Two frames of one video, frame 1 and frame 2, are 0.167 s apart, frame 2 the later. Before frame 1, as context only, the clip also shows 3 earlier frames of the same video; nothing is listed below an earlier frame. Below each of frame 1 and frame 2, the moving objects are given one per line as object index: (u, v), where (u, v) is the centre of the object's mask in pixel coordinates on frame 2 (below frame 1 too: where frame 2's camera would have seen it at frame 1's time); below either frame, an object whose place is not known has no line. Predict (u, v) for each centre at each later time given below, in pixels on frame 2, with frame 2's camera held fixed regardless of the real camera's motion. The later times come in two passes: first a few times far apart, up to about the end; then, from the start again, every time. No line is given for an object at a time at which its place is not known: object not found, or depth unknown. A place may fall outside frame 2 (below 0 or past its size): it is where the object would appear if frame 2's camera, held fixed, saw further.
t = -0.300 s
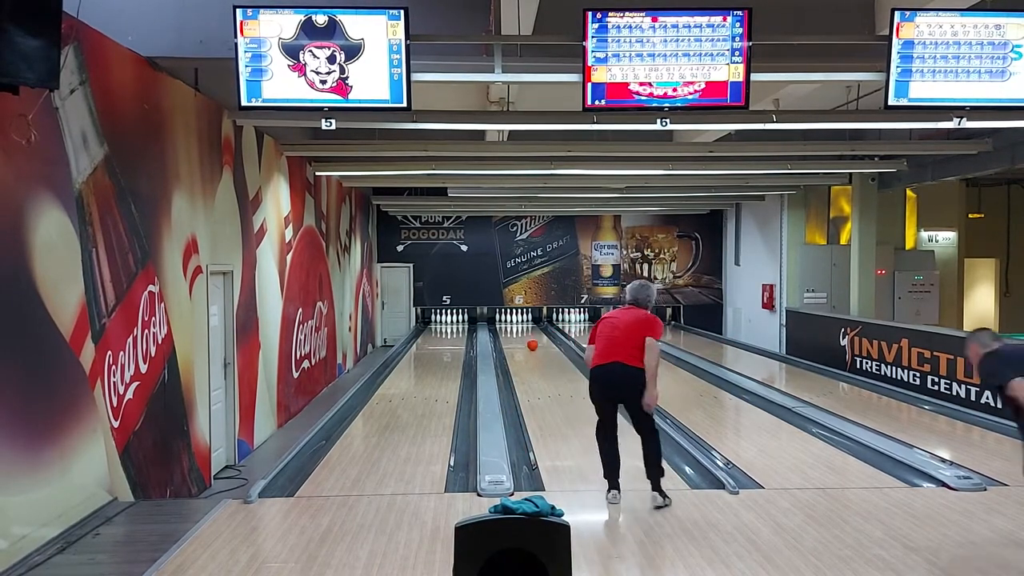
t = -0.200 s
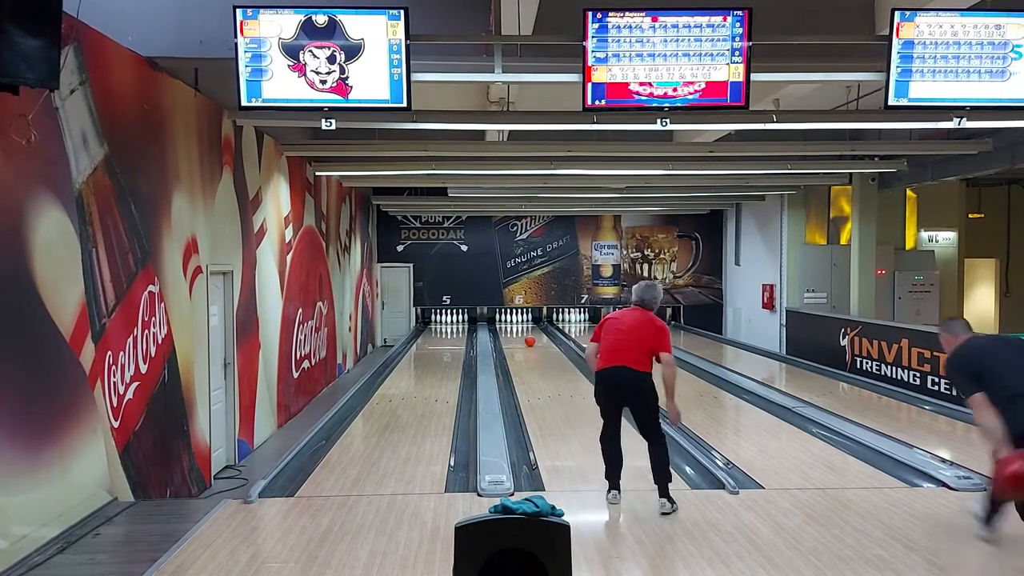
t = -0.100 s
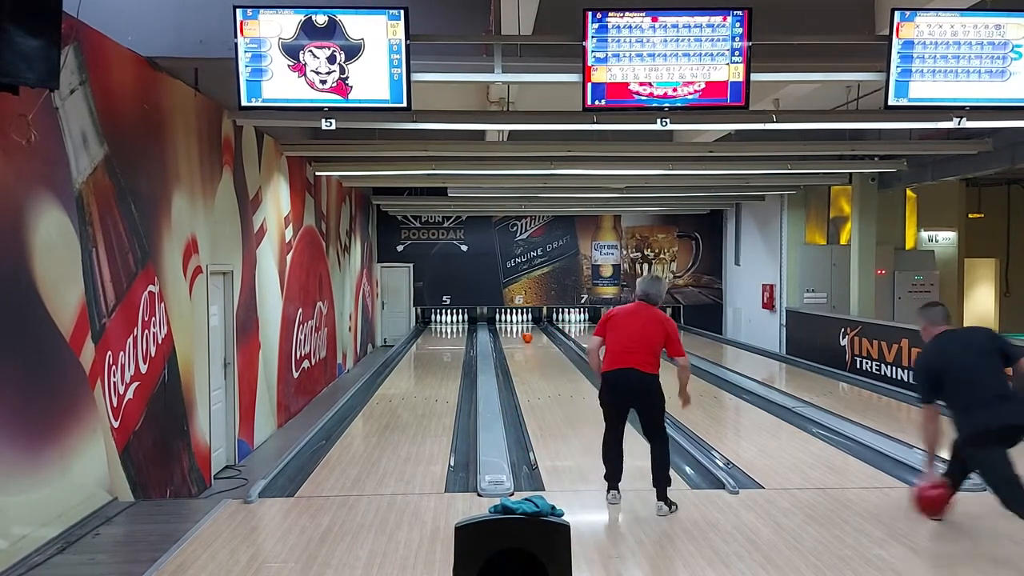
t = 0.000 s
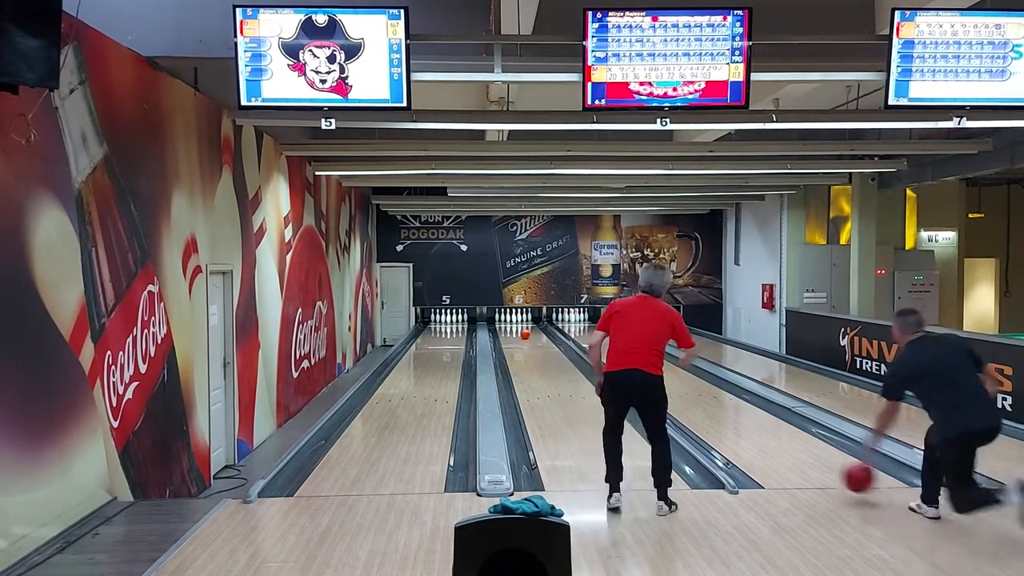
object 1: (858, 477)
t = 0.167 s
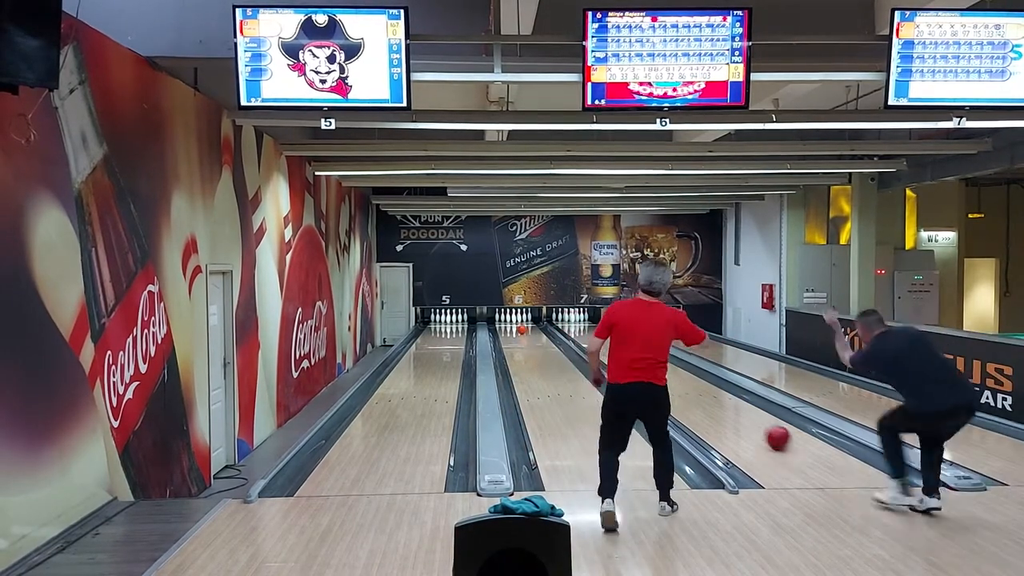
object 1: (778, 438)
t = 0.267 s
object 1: (743, 418)
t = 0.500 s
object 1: (688, 386)
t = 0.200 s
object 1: (765, 431)
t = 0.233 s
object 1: (754, 424)
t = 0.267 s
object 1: (743, 418)
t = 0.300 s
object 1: (734, 412)
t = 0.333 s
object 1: (725, 407)
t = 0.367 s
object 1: (717, 402)
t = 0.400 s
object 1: (709, 398)
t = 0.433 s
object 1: (702, 394)
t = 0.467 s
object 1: (695, 390)
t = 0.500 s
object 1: (688, 386)
